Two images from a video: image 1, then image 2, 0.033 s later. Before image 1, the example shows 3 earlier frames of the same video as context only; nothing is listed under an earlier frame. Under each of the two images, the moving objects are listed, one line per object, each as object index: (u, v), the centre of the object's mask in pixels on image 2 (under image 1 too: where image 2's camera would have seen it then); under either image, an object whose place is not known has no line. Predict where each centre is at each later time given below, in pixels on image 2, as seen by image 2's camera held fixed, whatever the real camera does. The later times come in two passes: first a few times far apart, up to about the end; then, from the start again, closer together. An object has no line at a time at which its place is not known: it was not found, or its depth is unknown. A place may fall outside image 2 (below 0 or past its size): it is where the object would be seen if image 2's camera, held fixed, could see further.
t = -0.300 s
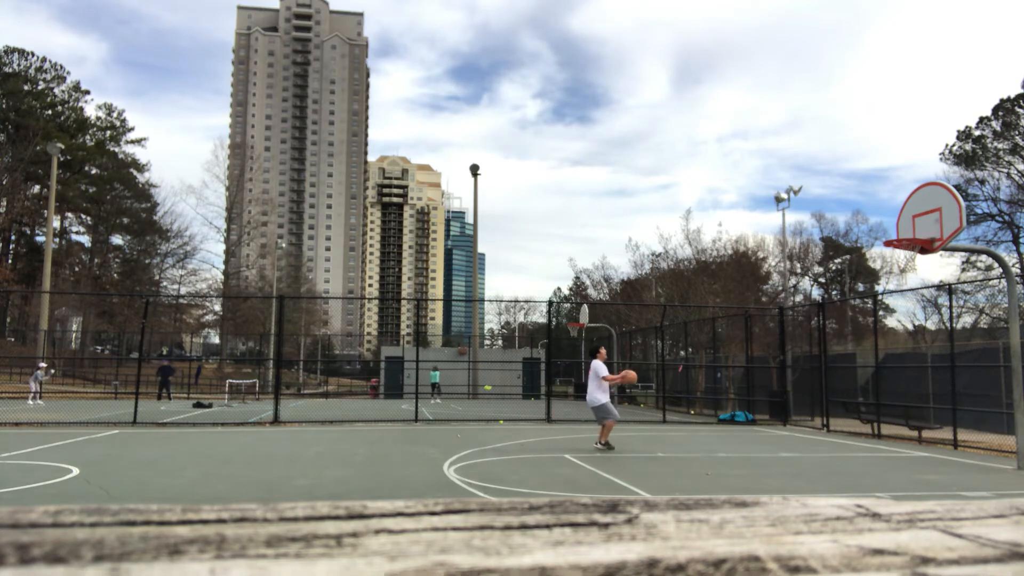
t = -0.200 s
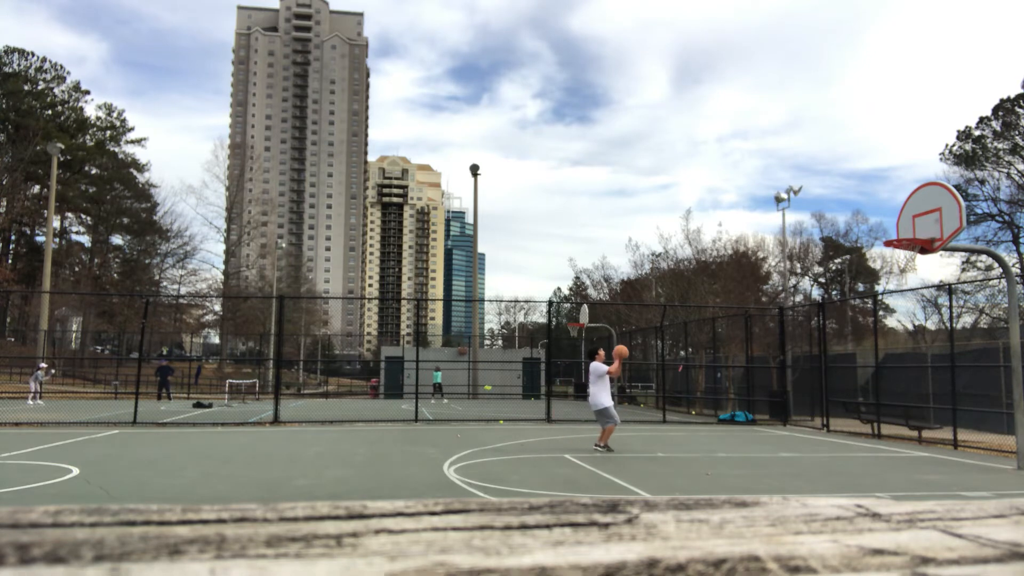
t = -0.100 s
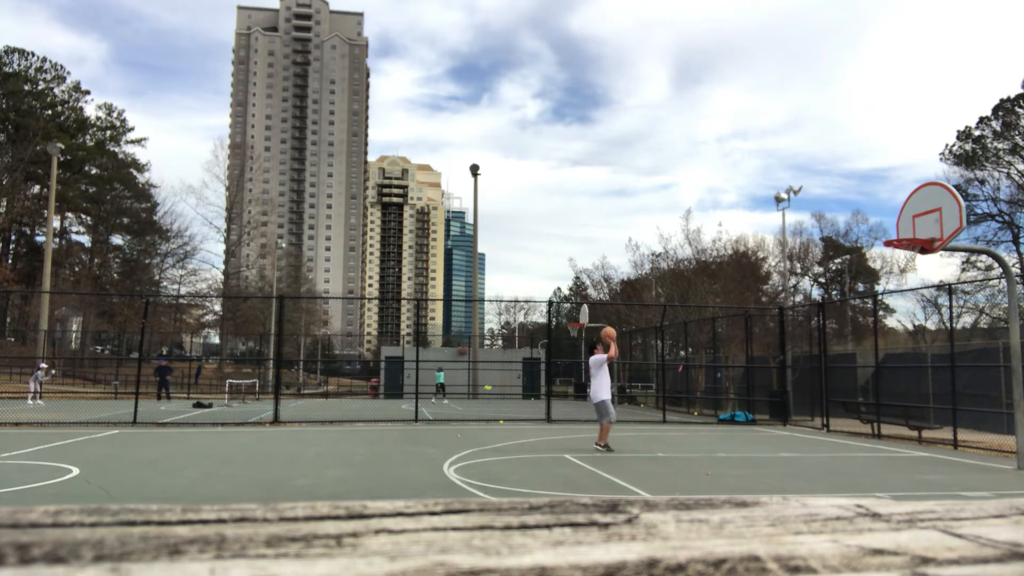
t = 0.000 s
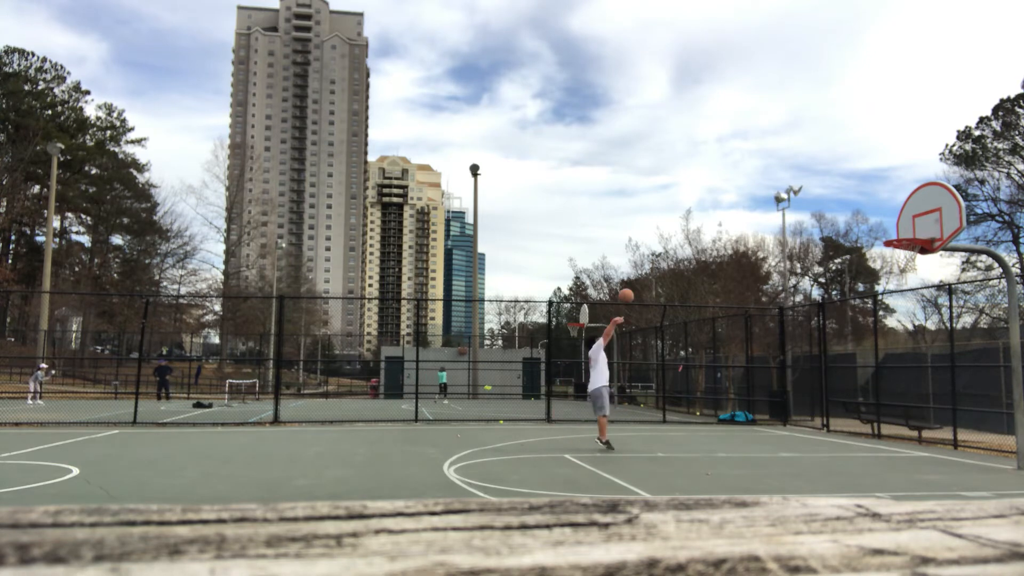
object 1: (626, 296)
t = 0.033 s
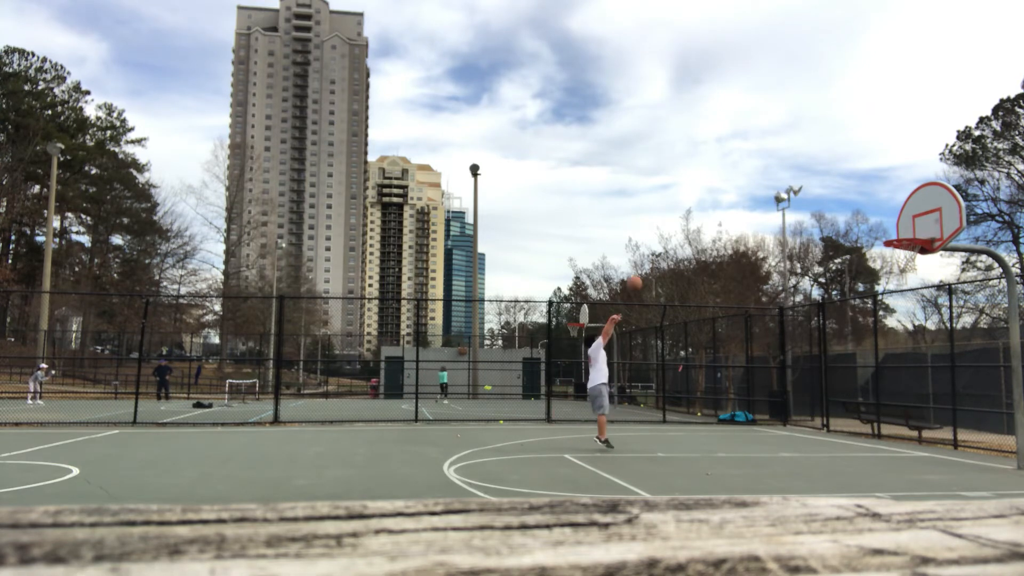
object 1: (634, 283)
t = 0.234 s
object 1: (683, 219)
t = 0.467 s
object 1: (743, 174)
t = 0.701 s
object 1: (806, 163)
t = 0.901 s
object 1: (862, 183)
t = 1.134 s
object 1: (912, 232)
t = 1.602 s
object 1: (931, 225)
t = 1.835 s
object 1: (935, 258)
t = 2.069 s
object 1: (941, 336)
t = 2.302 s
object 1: (951, 462)
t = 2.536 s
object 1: (936, 377)
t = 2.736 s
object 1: (923, 322)
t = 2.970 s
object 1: (912, 302)
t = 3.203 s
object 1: (902, 327)
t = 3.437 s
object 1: (894, 396)
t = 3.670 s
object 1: (886, 450)
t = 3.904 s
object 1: (875, 381)
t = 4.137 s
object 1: (867, 360)
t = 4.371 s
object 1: (860, 386)
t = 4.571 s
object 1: (856, 444)
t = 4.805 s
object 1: (850, 428)
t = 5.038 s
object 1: (844, 397)
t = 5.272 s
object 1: (840, 412)
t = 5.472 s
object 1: (838, 463)
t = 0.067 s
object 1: (641, 270)
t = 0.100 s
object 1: (650, 259)
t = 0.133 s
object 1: (658, 248)
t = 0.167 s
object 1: (666, 237)
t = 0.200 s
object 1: (675, 228)
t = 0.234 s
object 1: (683, 219)
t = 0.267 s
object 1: (691, 210)
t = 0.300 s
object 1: (700, 202)
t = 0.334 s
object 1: (708, 196)
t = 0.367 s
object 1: (717, 189)
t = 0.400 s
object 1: (725, 183)
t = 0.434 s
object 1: (734, 178)
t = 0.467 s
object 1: (743, 174)
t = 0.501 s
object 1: (752, 170)
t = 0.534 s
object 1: (761, 167)
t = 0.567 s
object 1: (769, 165)
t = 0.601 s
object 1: (778, 163)
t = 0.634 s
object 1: (788, 163)
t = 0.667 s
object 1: (796, 163)
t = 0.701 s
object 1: (806, 163)
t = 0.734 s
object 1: (815, 165)
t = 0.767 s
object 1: (824, 167)
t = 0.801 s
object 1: (833, 170)
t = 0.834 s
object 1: (843, 173)
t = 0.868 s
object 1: (852, 178)
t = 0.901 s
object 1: (862, 183)
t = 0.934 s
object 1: (871, 189)
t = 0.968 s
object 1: (881, 196)
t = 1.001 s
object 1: (891, 203)
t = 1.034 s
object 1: (900, 212)
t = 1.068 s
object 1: (911, 221)
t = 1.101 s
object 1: (916, 229)
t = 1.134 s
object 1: (912, 232)
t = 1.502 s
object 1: (924, 222)
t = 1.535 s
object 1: (929, 222)
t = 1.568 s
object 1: (931, 223)
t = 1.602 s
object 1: (931, 225)
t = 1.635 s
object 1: (931, 227)
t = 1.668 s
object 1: (931, 230)
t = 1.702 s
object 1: (932, 234)
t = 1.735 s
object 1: (932, 240)
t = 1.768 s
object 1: (933, 244)
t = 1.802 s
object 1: (934, 251)
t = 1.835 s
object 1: (935, 258)
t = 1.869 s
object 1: (936, 267)
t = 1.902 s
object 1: (936, 276)
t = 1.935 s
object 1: (938, 286)
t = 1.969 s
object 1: (939, 297)
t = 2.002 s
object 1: (940, 309)
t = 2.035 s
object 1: (940, 322)
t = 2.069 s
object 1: (941, 336)
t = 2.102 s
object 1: (942, 350)
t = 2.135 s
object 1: (943, 366)
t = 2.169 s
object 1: (944, 383)
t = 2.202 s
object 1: (946, 401)
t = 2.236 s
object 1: (947, 420)
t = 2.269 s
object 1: (949, 441)
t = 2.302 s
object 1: (951, 462)
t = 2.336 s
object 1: (950, 469)
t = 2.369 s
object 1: (948, 451)
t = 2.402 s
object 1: (945, 434)
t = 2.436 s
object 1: (943, 417)
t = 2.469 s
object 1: (940, 403)
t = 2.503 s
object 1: (938, 389)
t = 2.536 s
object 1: (936, 377)
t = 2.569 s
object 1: (934, 365)
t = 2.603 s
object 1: (931, 354)
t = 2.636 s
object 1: (929, 344)
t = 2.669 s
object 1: (927, 335)
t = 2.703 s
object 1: (925, 329)
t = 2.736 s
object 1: (923, 322)
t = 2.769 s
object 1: (921, 316)
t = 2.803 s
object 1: (920, 312)
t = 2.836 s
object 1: (918, 308)
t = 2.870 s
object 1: (917, 304)
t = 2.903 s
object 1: (915, 303)
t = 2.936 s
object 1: (914, 301)
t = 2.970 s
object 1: (912, 302)
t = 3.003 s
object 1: (910, 302)
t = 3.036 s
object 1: (909, 304)
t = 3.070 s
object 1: (907, 307)
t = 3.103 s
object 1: (906, 310)
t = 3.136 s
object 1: (905, 315)
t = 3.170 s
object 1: (903, 320)
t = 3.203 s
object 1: (902, 327)
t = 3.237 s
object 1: (901, 334)
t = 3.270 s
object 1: (899, 342)
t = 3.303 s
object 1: (898, 350)
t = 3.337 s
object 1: (897, 360)
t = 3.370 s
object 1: (896, 372)
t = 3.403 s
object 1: (895, 383)
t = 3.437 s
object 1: (894, 396)
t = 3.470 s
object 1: (893, 409)
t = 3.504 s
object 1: (892, 424)
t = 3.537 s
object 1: (892, 439)
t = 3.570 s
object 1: (890, 455)
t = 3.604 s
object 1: (890, 472)
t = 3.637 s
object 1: (888, 464)
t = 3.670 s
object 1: (886, 450)
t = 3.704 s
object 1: (885, 437)
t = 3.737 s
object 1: (883, 425)
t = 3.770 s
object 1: (881, 414)
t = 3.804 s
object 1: (880, 404)
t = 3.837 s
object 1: (878, 395)
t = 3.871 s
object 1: (877, 388)
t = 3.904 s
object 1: (875, 381)
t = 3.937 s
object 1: (874, 375)
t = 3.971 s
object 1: (873, 370)
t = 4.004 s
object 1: (871, 366)
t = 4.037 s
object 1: (870, 363)
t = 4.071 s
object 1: (869, 361)
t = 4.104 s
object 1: (868, 360)
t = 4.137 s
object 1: (867, 360)
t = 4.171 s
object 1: (865, 361)
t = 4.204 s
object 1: (865, 363)
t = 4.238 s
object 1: (863, 365)
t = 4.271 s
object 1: (863, 369)
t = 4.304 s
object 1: (862, 374)
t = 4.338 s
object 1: (861, 379)
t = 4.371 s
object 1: (860, 386)
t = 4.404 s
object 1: (859, 393)
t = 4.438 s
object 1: (858, 401)
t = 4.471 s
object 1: (858, 411)
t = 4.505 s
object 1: (857, 421)
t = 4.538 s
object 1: (856, 432)
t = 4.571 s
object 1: (856, 444)
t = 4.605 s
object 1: (855, 457)
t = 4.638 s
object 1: (855, 471)
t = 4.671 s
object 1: (854, 468)
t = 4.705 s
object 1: (853, 457)
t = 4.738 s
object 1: (852, 446)
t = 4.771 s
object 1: (851, 437)
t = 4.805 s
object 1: (850, 428)
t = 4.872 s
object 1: (848, 414)
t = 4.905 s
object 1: (847, 409)
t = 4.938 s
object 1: (846, 405)
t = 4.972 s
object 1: (845, 401)
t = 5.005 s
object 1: (845, 398)
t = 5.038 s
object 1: (844, 397)
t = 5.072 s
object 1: (843, 396)
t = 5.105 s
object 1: (843, 396)
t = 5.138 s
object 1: (842, 398)
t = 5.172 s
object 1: (841, 400)
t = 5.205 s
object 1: (841, 403)
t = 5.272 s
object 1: (840, 412)
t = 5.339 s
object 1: (839, 425)
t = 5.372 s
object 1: (839, 434)
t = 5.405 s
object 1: (838, 442)
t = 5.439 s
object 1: (838, 452)
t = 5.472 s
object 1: (838, 463)
